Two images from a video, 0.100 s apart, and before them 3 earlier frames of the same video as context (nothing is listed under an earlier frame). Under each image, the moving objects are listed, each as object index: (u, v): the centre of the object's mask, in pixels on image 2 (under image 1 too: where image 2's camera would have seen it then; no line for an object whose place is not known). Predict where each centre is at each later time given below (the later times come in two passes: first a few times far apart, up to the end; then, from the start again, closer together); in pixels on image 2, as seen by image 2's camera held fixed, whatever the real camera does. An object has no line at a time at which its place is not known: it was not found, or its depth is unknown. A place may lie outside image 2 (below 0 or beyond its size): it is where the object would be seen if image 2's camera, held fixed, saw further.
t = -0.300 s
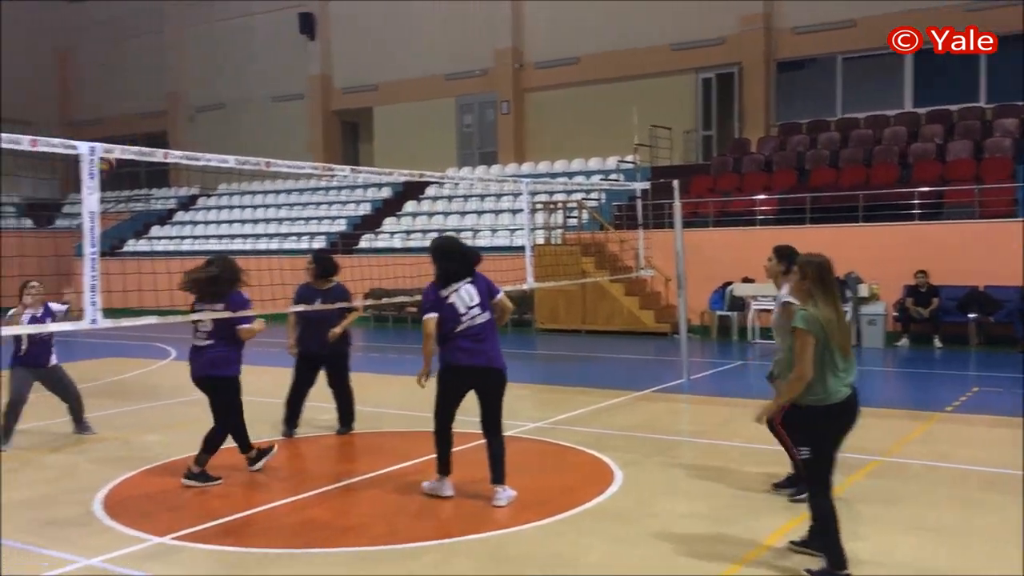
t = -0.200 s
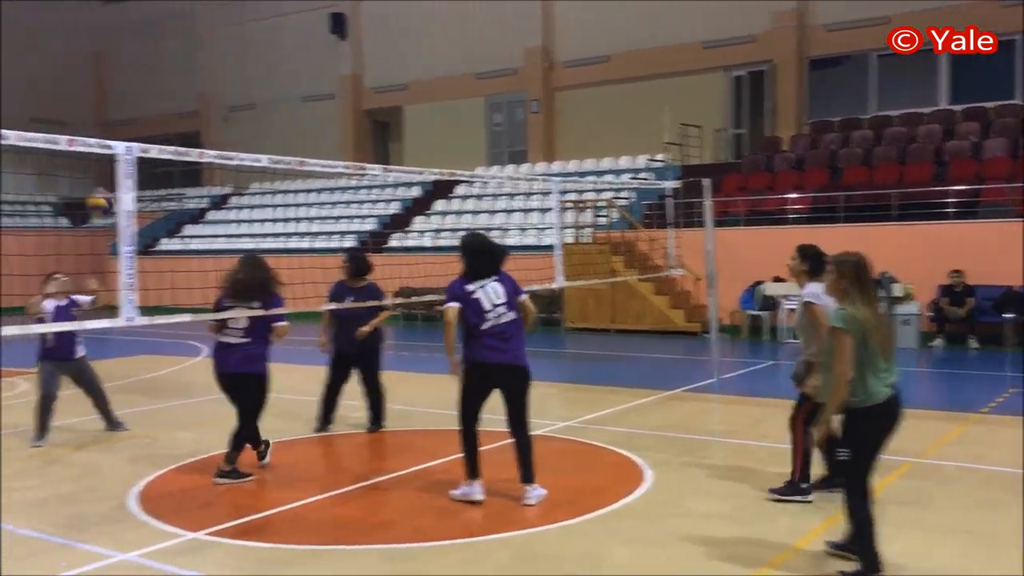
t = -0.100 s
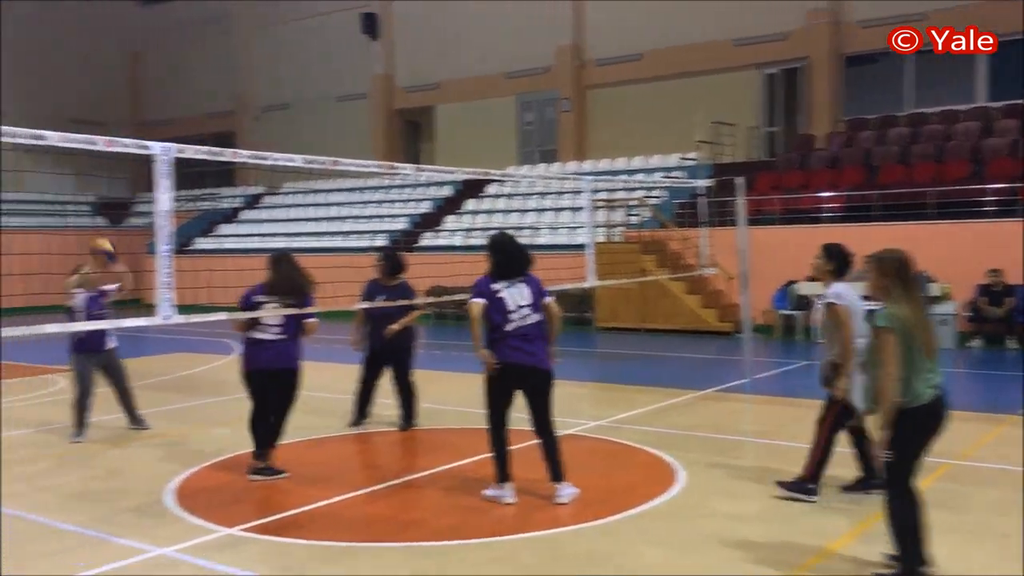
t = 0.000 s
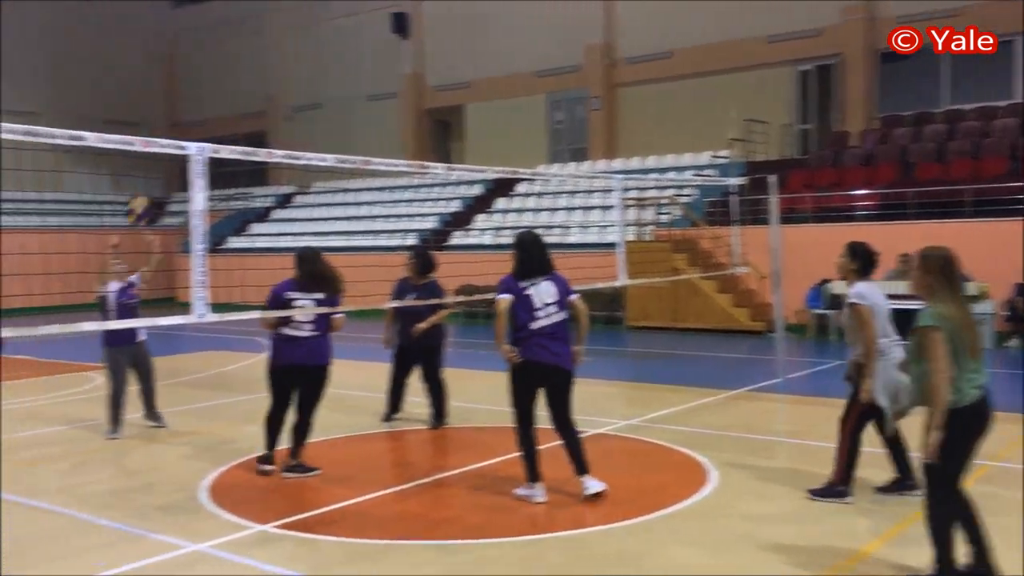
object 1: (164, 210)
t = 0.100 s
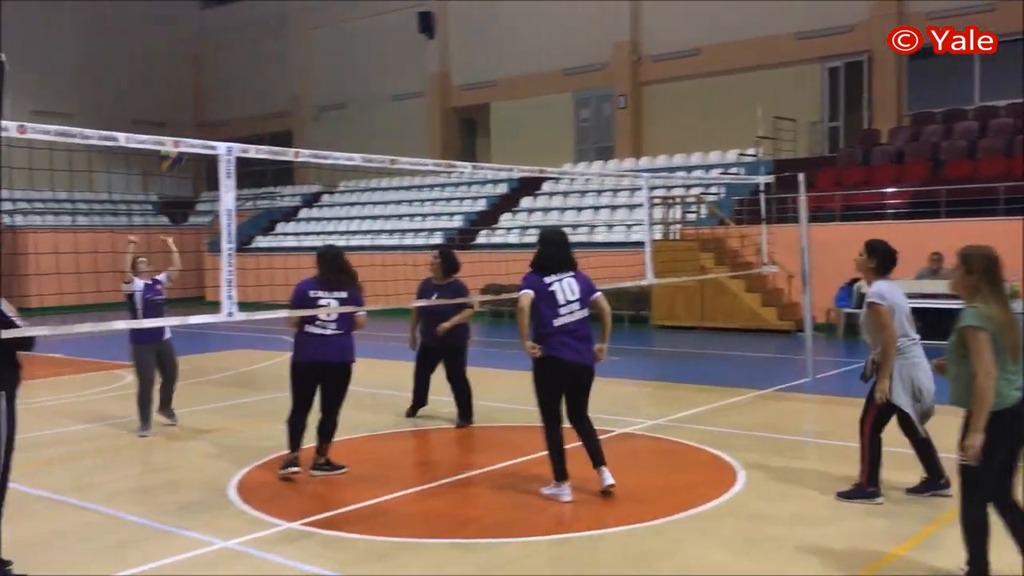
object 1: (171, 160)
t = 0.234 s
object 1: (180, 100)
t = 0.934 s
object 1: (247, 140)
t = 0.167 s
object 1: (177, 124)
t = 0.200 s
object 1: (178, 112)
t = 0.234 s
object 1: (180, 100)
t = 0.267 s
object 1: (182, 89)
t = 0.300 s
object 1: (184, 80)
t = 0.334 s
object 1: (187, 71)
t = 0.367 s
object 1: (190, 64)
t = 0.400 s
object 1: (192, 58)
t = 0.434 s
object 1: (195, 53)
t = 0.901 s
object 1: (240, 131)
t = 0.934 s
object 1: (247, 140)
